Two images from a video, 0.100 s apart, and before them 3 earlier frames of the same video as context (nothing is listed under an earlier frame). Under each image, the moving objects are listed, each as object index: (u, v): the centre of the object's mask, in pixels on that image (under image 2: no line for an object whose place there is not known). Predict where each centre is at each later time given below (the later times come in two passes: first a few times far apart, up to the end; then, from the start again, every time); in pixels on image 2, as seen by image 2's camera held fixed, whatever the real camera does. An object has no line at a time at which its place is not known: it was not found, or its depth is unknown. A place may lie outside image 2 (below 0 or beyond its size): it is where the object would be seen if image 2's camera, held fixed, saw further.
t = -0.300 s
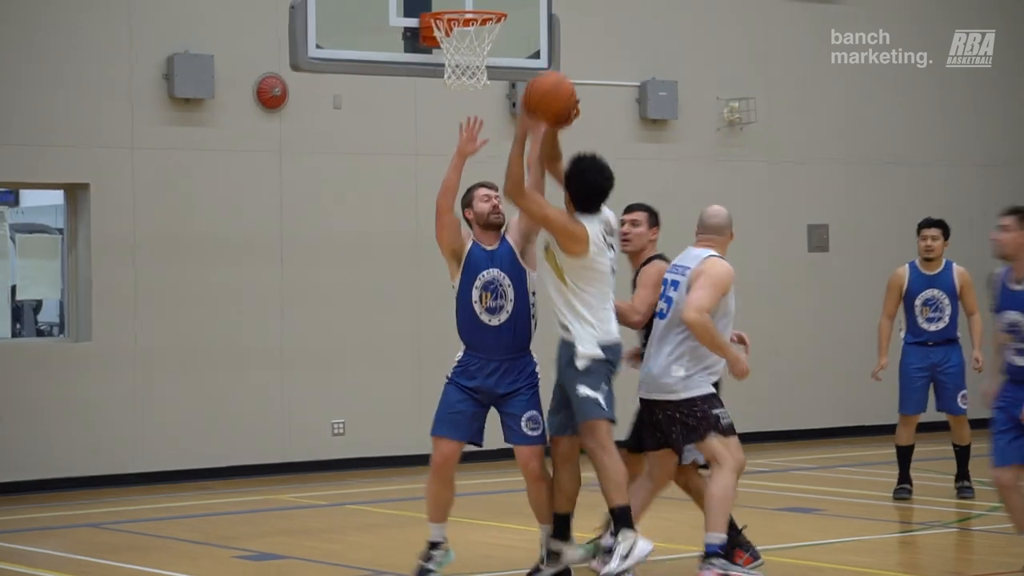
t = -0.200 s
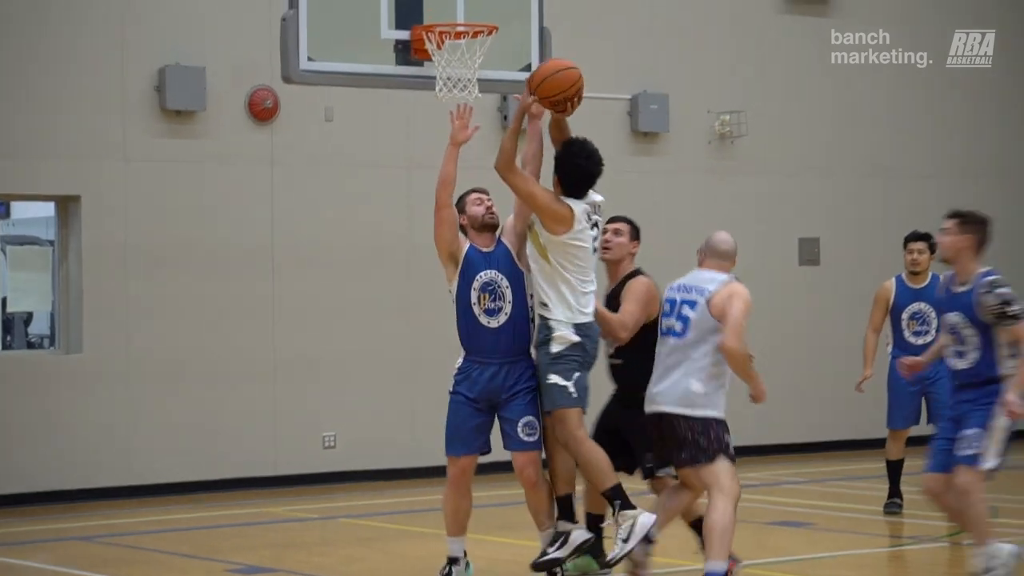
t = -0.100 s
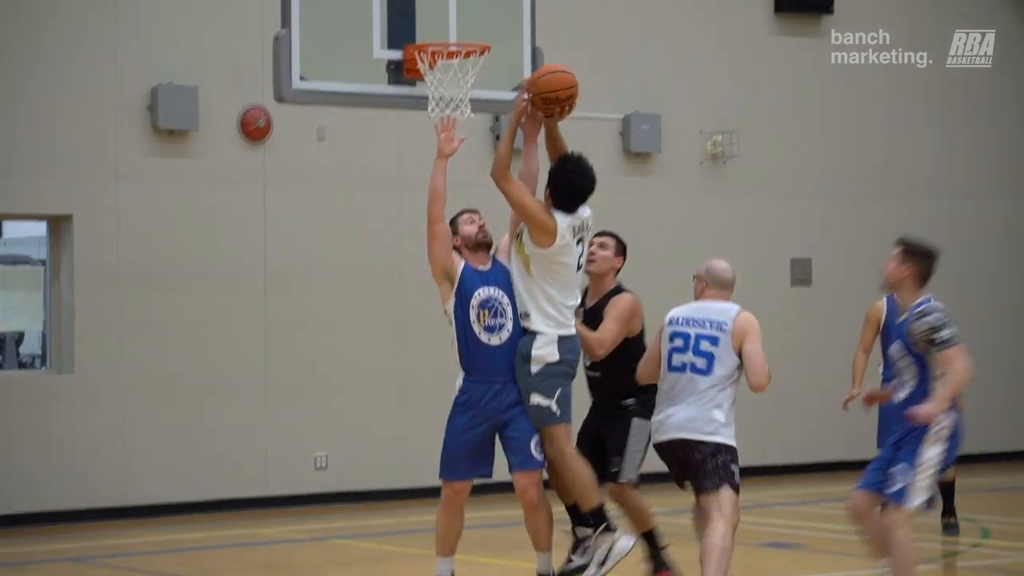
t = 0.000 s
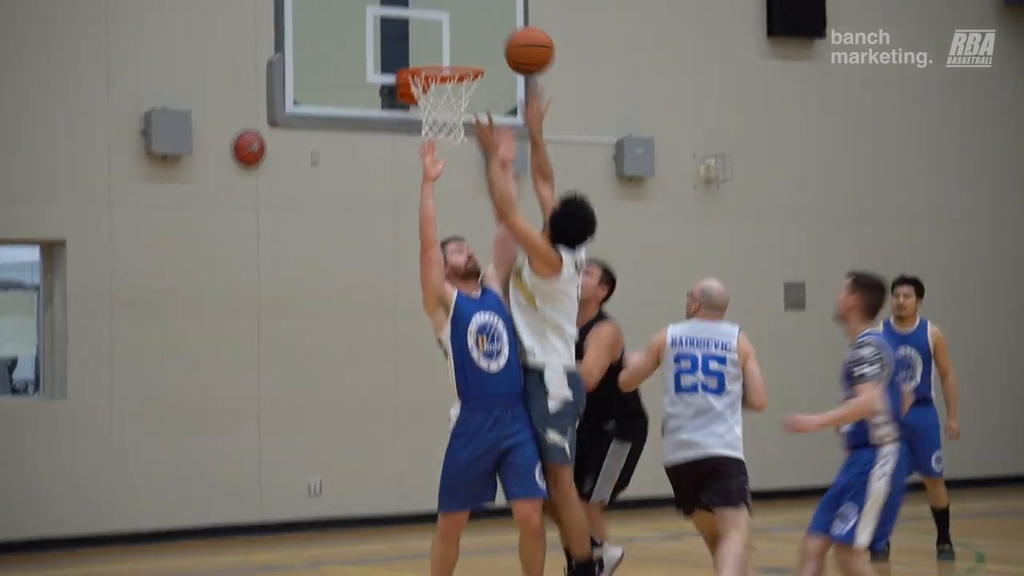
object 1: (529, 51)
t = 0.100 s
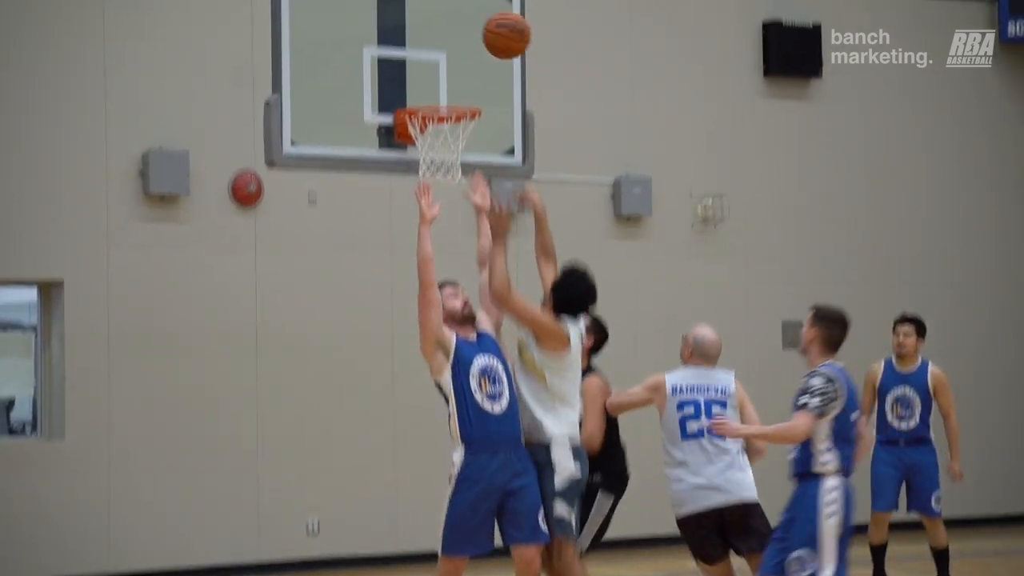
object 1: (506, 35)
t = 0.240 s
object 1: (481, -6)
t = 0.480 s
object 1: (446, 10)
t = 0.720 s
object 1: (431, 95)
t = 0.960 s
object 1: (528, 61)
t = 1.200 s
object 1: (608, 93)
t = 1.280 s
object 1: (635, 125)
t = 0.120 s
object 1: (502, 26)
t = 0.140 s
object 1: (499, 19)
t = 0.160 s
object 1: (495, 12)
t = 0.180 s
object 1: (491, 7)
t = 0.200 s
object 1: (488, 1)
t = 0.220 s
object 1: (485, -3)
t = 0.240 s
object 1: (481, -6)
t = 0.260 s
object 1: (478, -8)
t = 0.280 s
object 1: (475, -10)
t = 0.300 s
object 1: (471, -12)
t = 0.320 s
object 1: (468, -12)
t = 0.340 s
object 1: (466, -12)
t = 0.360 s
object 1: (462, -11)
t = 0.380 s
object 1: (459, -9)
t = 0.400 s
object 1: (457, -7)
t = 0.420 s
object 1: (454, -4)
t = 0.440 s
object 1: (451, 0)
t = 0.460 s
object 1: (448, 5)
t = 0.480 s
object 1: (446, 10)
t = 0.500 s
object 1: (443, 15)
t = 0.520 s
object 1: (440, 21)
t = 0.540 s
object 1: (438, 28)
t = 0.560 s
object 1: (436, 35)
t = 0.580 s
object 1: (433, 42)
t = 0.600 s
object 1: (431, 51)
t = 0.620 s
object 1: (429, 61)
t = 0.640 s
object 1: (426, 71)
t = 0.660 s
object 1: (424, 81)
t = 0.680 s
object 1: (422, 90)
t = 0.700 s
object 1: (421, 95)
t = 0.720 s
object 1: (431, 95)
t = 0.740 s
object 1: (444, 94)
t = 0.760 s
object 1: (457, 93)
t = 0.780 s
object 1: (469, 93)
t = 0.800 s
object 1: (476, 89)
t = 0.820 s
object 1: (482, 84)
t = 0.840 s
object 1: (489, 79)
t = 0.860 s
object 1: (495, 75)
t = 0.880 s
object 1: (501, 71)
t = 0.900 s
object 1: (508, 67)
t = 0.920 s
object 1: (515, 65)
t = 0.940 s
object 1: (521, 62)
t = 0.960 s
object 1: (528, 61)
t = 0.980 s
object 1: (535, 60)
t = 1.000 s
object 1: (541, 60)
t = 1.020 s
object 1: (548, 60)
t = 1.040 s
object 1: (554, 61)
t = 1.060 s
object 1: (561, 63)
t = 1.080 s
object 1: (568, 66)
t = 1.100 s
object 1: (574, 69)
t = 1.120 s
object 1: (581, 72)
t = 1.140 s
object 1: (588, 77)
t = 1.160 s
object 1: (595, 82)
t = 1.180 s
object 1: (601, 87)
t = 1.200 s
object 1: (608, 93)
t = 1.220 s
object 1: (615, 100)
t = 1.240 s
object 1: (621, 108)
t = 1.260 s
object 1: (628, 116)
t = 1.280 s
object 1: (635, 125)
